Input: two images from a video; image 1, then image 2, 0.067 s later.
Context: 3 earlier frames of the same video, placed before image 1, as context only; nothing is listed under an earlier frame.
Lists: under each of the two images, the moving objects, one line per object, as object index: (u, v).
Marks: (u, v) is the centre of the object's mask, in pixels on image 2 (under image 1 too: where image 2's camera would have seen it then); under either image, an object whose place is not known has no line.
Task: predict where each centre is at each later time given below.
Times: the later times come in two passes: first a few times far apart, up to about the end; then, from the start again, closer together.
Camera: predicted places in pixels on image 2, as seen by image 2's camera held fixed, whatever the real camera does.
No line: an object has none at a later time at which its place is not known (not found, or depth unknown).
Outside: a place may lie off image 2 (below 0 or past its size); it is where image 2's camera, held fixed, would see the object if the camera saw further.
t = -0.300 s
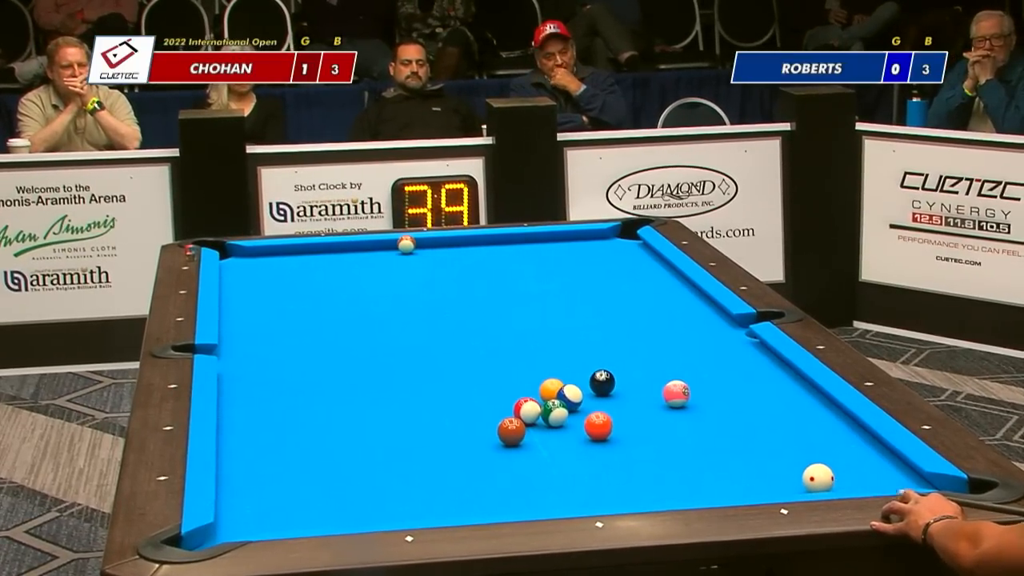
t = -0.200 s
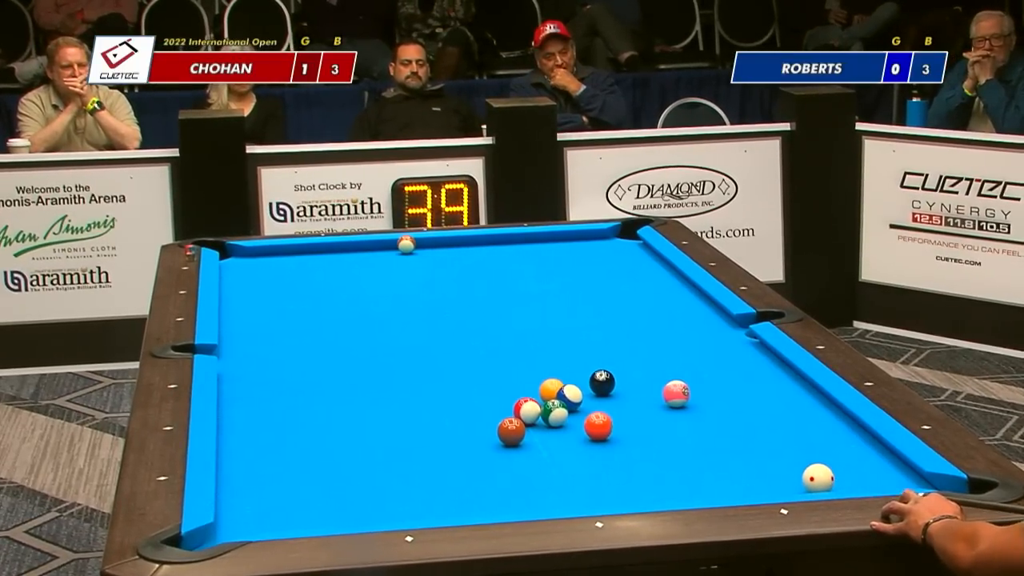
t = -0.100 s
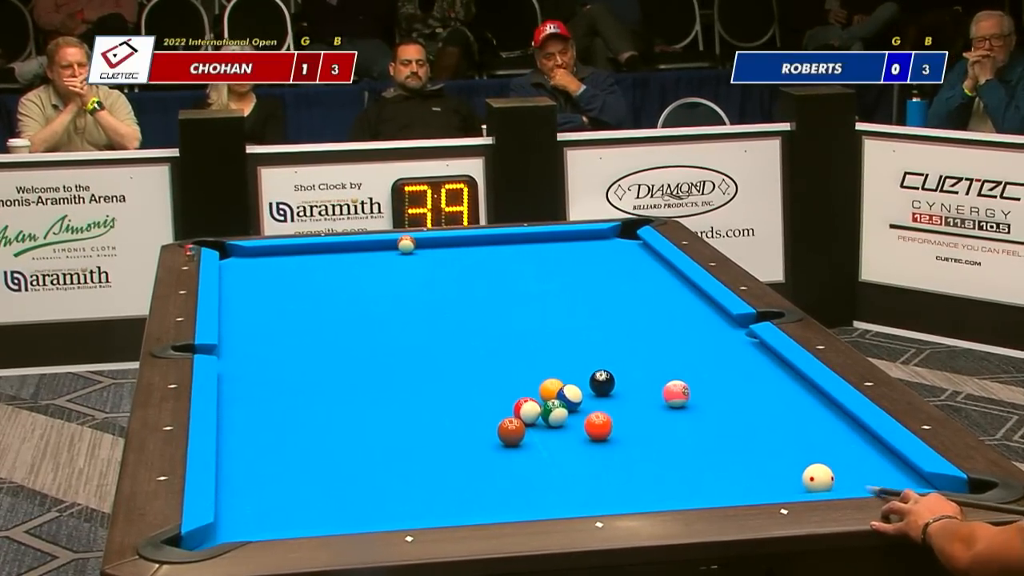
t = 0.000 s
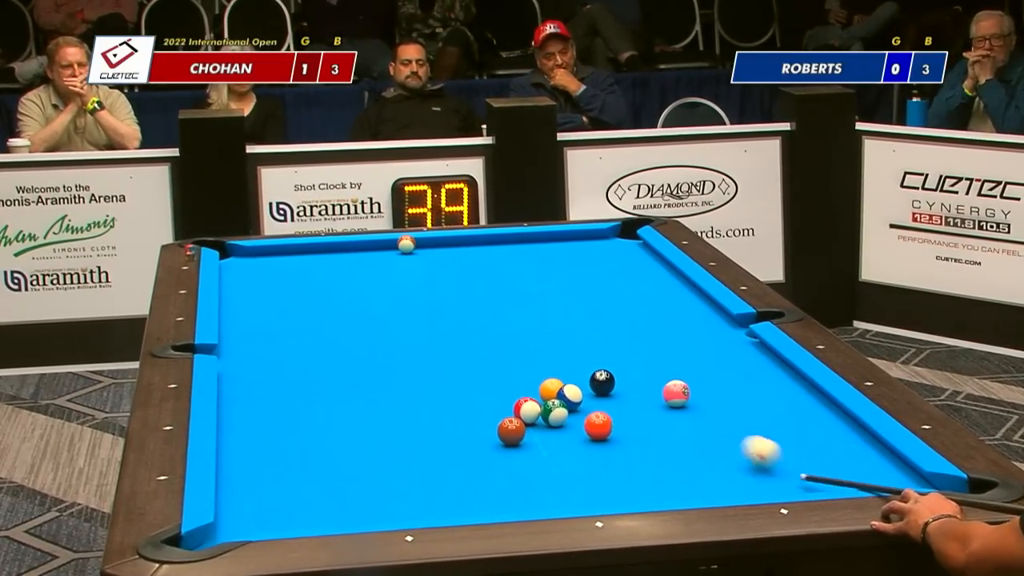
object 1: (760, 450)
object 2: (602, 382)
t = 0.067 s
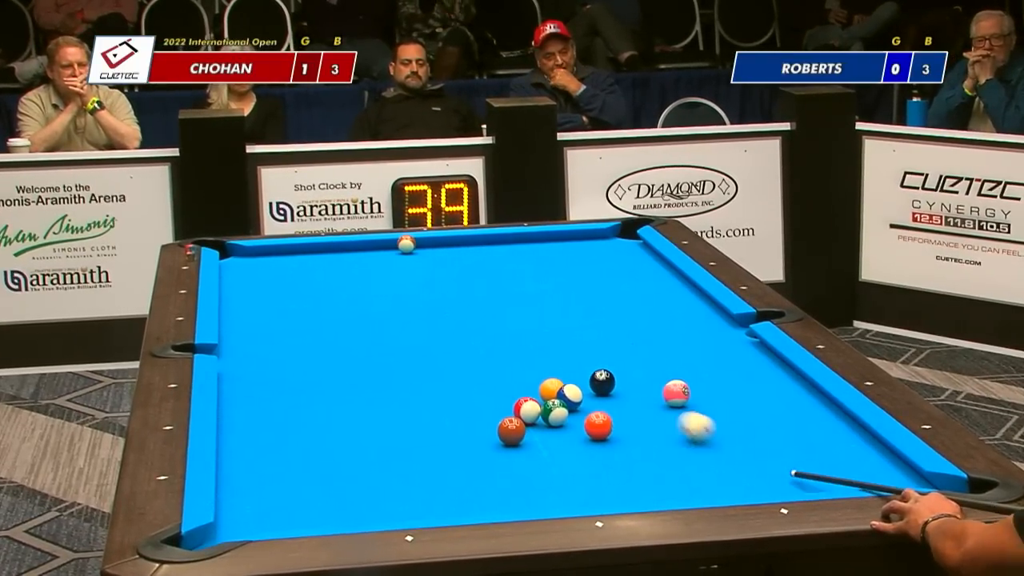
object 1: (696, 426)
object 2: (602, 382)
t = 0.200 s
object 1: (592, 388)
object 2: (604, 374)
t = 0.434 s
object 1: (551, 373)
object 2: (598, 329)
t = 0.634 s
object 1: (528, 360)
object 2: (595, 300)
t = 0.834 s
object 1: (507, 347)
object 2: (593, 275)
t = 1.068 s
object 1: (484, 334)
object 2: (590, 251)
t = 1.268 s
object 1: (466, 324)
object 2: (589, 233)
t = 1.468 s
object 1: (449, 314)
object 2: (607, 245)
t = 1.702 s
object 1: (431, 304)
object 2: (626, 256)
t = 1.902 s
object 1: (417, 296)
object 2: (644, 267)
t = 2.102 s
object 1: (404, 288)
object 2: (662, 278)
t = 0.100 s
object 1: (666, 415)
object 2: (602, 382)
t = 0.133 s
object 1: (639, 404)
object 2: (602, 382)
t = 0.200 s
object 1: (592, 388)
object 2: (604, 374)
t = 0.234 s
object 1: (578, 383)
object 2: (601, 369)
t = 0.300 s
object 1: (567, 378)
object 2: (600, 354)
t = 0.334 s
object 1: (562, 378)
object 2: (599, 347)
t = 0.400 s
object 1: (555, 375)
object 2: (598, 334)
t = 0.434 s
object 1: (551, 373)
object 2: (598, 329)
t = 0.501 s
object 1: (543, 368)
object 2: (597, 319)
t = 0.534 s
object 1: (539, 366)
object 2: (596, 314)
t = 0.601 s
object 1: (531, 362)
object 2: (595, 305)
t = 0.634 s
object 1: (528, 360)
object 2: (595, 300)
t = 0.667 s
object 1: (524, 358)
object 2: (595, 296)
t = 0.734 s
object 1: (517, 353)
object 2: (594, 287)
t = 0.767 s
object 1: (513, 352)
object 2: (593, 283)
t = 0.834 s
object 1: (507, 347)
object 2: (593, 275)
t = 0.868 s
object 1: (503, 346)
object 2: (592, 271)
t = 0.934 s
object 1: (497, 342)
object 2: (592, 264)
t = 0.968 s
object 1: (493, 340)
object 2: (591, 261)
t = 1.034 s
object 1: (487, 336)
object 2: (591, 254)
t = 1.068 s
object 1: (484, 334)
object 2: (590, 251)
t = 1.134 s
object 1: (478, 331)
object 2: (590, 244)
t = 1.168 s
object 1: (474, 329)
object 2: (589, 241)
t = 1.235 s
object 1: (469, 326)
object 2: (589, 235)
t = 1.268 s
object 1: (466, 324)
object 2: (589, 233)
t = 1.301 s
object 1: (463, 322)
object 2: (593, 235)
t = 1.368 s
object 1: (457, 319)
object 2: (598, 239)
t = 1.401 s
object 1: (455, 318)
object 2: (601, 241)
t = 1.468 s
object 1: (449, 314)
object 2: (607, 245)
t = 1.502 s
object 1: (446, 313)
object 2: (610, 246)
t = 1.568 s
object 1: (441, 310)
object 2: (615, 249)
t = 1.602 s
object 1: (439, 309)
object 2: (618, 251)
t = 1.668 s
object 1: (434, 306)
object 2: (623, 255)
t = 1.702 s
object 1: (431, 304)
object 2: (626, 256)
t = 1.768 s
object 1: (427, 302)
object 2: (632, 260)
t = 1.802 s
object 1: (424, 300)
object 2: (635, 262)
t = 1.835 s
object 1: (422, 299)
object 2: (638, 263)
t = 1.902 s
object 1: (417, 296)
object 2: (644, 267)
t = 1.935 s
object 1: (415, 295)
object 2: (647, 269)
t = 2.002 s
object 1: (411, 292)
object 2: (653, 272)
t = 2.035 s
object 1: (409, 291)
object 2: (656, 274)
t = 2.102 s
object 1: (404, 288)
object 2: (662, 278)
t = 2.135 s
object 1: (402, 287)
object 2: (665, 280)
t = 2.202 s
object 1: (398, 285)
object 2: (671, 283)
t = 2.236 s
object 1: (396, 284)
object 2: (675, 285)
